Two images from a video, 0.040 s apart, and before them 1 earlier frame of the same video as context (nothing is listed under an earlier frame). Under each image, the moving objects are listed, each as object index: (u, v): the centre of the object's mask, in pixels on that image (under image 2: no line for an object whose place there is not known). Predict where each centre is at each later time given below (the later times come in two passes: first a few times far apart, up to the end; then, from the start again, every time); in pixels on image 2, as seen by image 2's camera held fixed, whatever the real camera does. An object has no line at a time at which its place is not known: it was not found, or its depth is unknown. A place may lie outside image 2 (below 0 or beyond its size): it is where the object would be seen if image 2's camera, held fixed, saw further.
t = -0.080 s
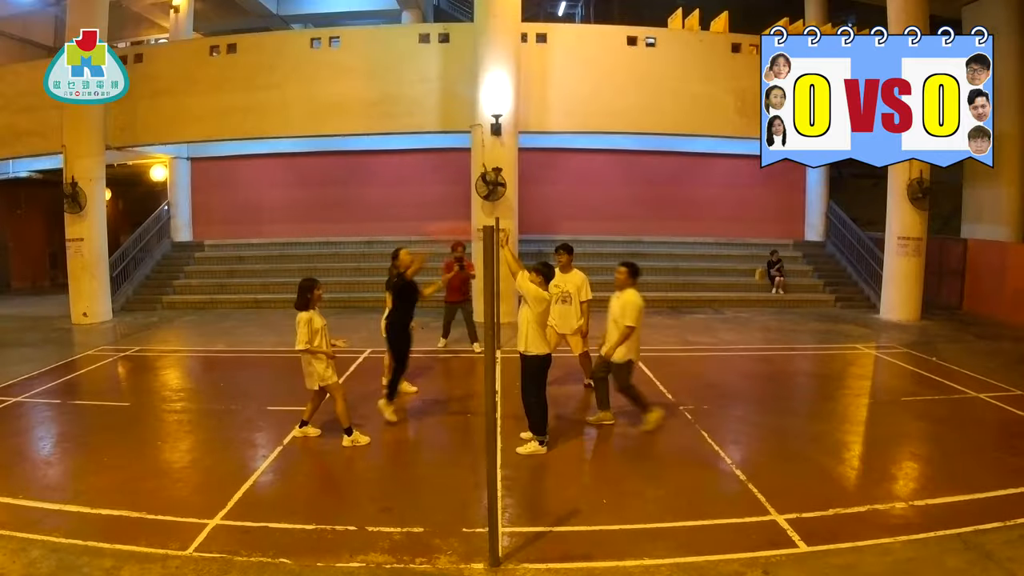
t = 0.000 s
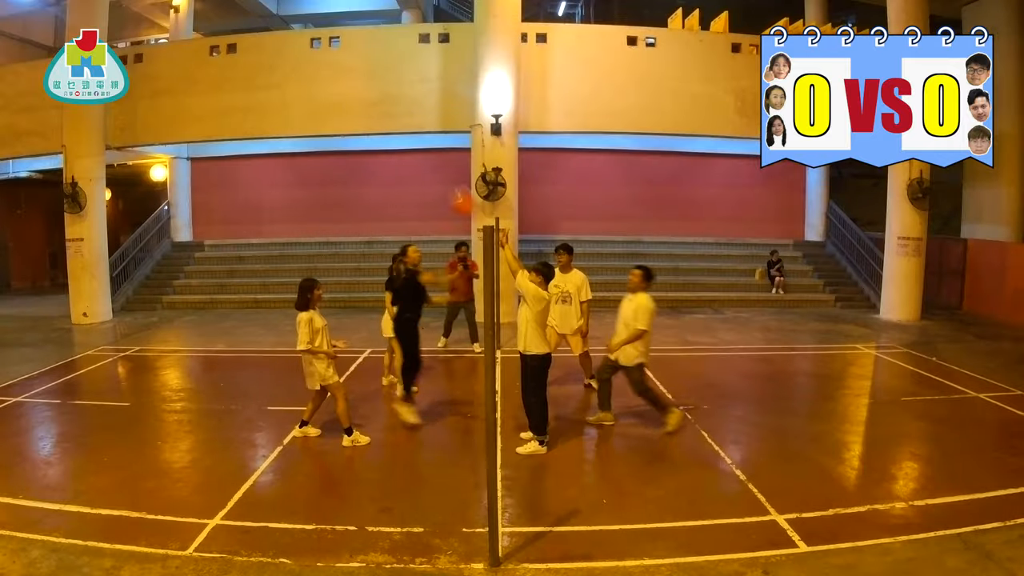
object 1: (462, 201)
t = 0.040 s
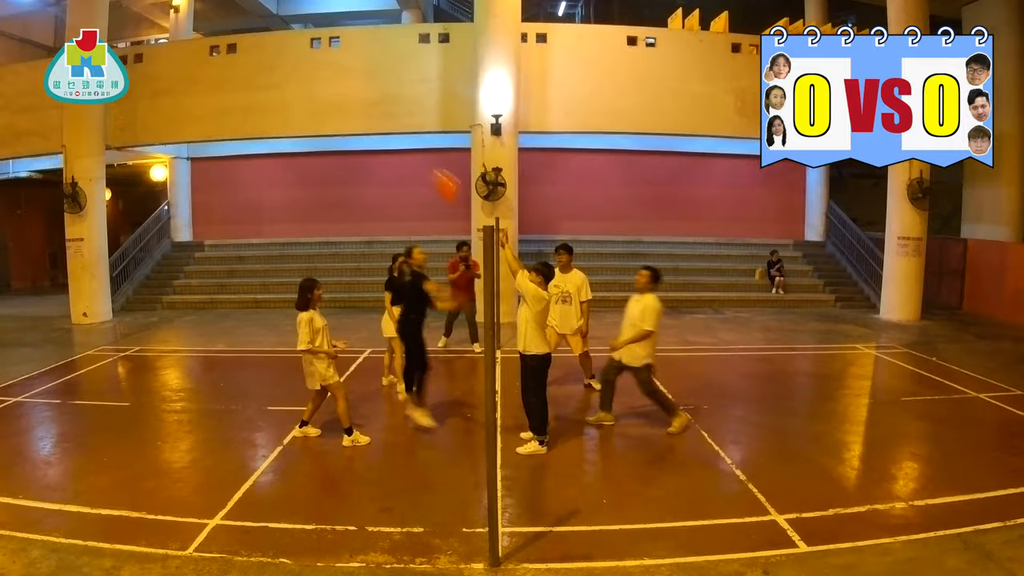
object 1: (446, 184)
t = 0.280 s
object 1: (346, 133)
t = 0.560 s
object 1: (293, 117)
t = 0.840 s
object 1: (270, 132)
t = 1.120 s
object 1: (257, 164)
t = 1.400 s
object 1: (252, 202)
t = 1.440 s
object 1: (252, 208)
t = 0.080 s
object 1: (425, 170)
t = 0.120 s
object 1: (404, 159)
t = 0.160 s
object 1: (385, 153)
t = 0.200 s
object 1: (371, 145)
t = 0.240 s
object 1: (358, 140)
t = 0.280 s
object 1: (346, 133)
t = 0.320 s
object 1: (335, 128)
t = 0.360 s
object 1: (326, 124)
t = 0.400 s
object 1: (318, 122)
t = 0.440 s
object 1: (311, 119)
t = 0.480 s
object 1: (304, 117)
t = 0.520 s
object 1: (298, 116)
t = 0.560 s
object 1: (293, 117)
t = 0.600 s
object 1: (288, 118)
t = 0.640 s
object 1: (285, 119)
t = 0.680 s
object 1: (281, 121)
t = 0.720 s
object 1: (278, 123)
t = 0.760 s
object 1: (275, 126)
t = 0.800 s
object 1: (272, 128)
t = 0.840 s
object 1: (270, 132)
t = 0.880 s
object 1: (267, 136)
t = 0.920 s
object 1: (265, 139)
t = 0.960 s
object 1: (262, 144)
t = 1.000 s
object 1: (261, 148)
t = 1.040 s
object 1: (259, 153)
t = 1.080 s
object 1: (258, 158)
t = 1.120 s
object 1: (257, 164)
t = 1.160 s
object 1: (256, 168)
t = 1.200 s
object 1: (255, 174)
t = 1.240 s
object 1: (254, 179)
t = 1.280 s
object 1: (253, 185)
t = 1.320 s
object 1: (253, 191)
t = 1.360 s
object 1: (252, 196)
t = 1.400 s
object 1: (252, 202)
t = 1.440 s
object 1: (252, 208)
